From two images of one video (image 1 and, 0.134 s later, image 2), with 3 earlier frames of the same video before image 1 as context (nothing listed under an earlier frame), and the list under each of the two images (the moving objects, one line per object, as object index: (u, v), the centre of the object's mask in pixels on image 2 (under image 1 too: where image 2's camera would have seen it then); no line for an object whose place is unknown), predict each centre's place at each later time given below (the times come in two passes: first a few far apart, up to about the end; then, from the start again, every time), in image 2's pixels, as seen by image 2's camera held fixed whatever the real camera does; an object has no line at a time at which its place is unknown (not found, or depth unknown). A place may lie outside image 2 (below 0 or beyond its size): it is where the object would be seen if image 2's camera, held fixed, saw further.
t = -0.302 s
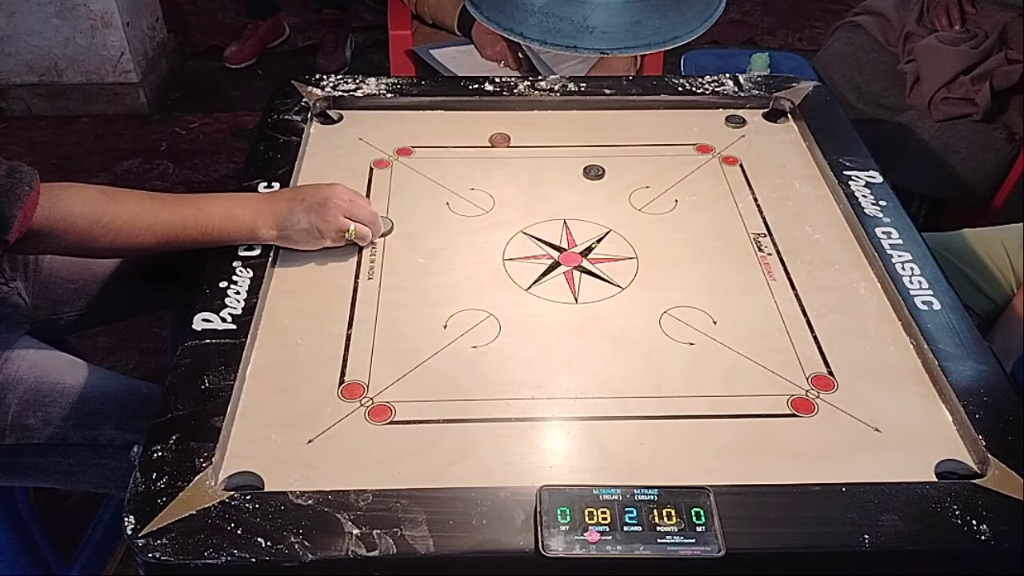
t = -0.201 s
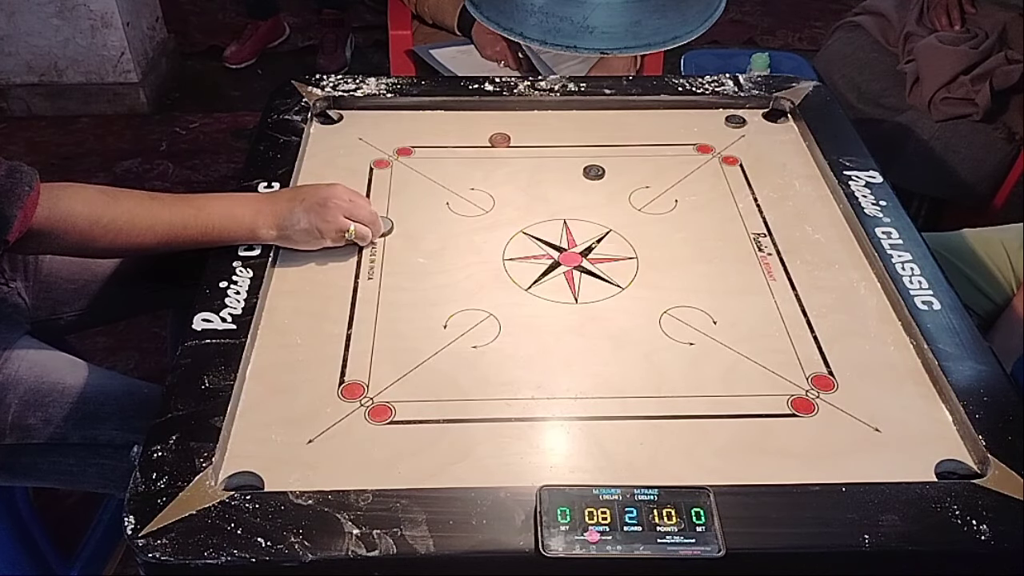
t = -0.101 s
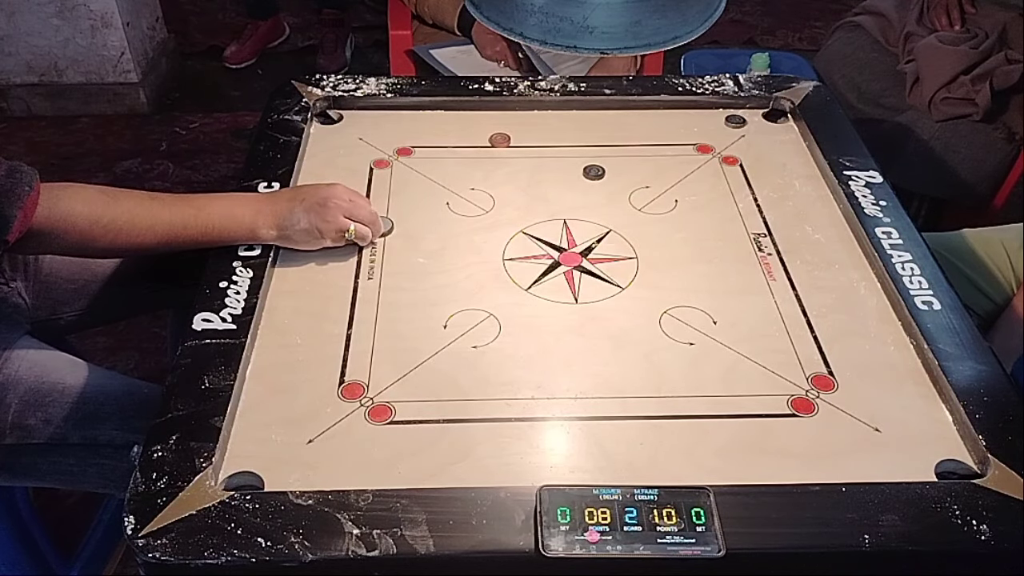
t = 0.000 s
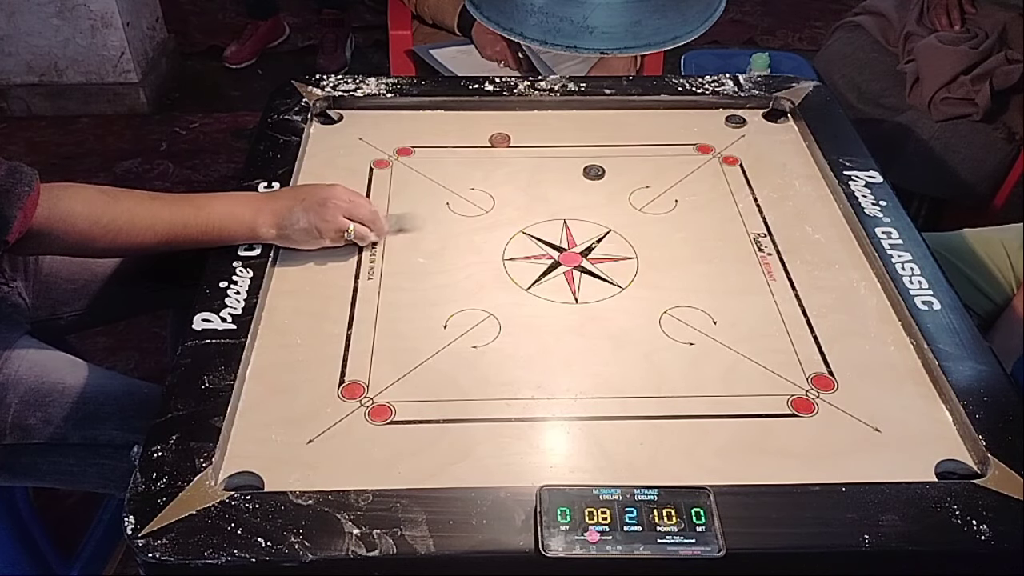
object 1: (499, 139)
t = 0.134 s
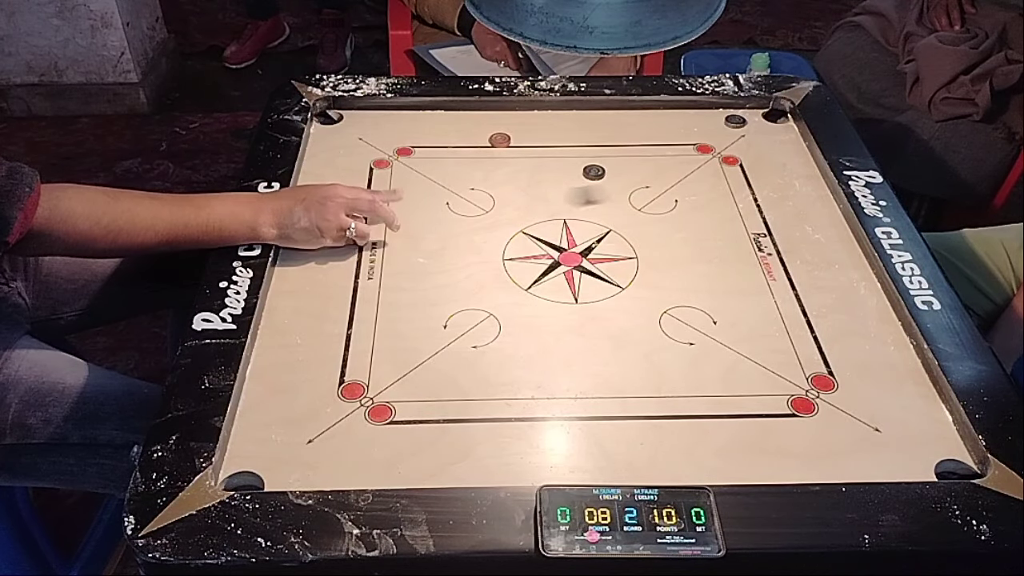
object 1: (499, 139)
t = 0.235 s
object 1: (499, 139)
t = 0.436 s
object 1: (499, 139)
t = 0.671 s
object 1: (499, 139)
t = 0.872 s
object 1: (399, 116)
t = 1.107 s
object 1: (347, 122)
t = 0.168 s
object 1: (499, 139)
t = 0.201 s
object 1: (499, 139)
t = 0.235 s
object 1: (499, 139)
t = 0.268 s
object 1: (499, 139)
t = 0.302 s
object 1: (499, 139)
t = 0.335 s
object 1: (499, 139)
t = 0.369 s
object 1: (499, 139)
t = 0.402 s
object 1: (499, 139)
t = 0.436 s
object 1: (499, 139)
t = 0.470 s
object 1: (499, 139)
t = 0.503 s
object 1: (499, 139)
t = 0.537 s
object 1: (499, 139)
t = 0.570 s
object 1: (499, 139)
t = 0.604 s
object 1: (499, 139)
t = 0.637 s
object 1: (499, 139)
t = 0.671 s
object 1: (499, 139)
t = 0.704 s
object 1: (487, 136)
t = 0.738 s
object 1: (467, 131)
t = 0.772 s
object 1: (448, 127)
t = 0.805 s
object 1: (430, 123)
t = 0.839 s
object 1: (414, 119)
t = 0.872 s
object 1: (399, 116)
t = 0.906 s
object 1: (387, 114)
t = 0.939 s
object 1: (376, 116)
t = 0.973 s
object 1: (367, 118)
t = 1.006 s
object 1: (360, 119)
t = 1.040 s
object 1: (354, 120)
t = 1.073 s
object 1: (350, 121)
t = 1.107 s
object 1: (347, 122)
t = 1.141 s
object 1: (346, 122)
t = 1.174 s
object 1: (346, 122)
